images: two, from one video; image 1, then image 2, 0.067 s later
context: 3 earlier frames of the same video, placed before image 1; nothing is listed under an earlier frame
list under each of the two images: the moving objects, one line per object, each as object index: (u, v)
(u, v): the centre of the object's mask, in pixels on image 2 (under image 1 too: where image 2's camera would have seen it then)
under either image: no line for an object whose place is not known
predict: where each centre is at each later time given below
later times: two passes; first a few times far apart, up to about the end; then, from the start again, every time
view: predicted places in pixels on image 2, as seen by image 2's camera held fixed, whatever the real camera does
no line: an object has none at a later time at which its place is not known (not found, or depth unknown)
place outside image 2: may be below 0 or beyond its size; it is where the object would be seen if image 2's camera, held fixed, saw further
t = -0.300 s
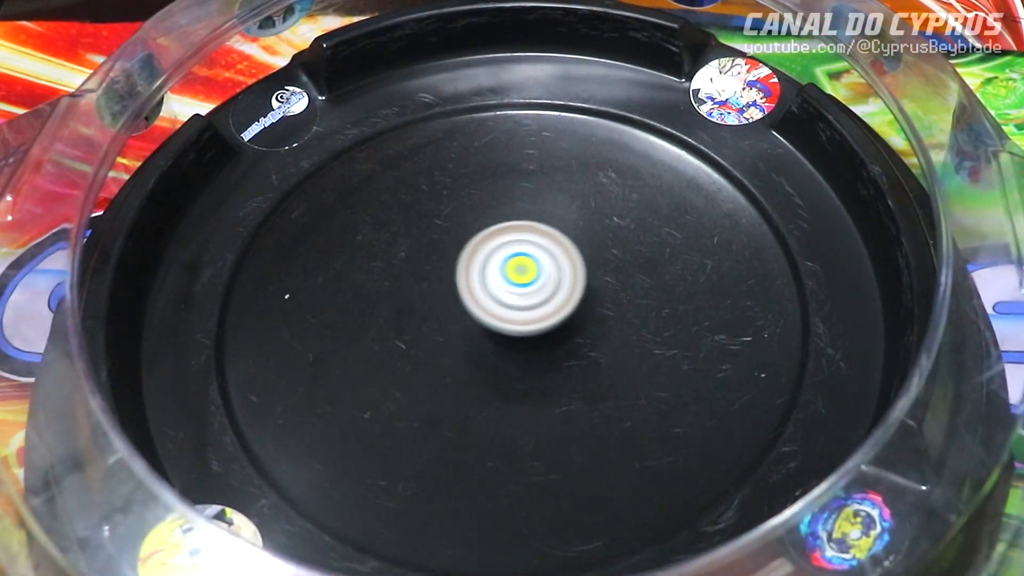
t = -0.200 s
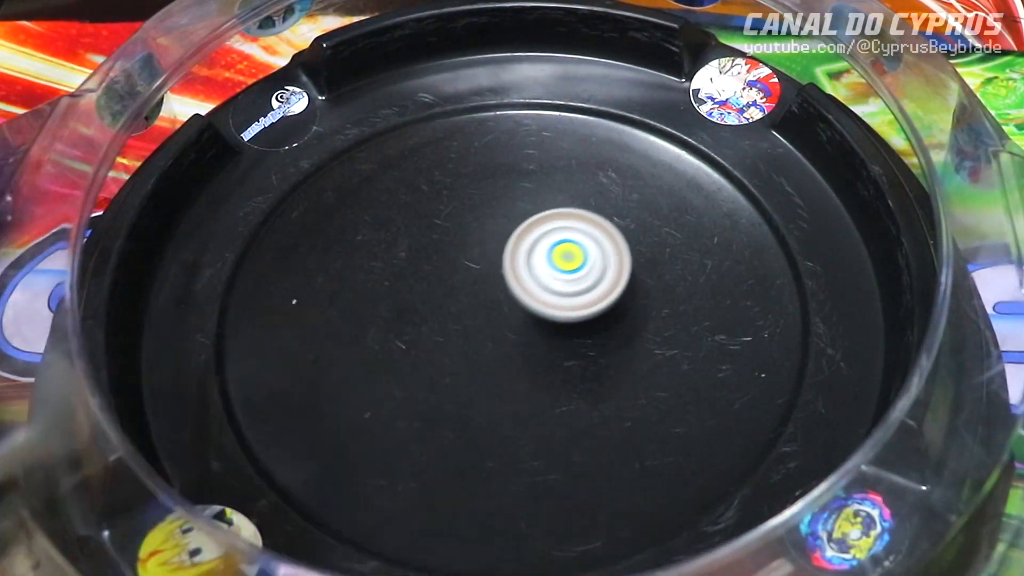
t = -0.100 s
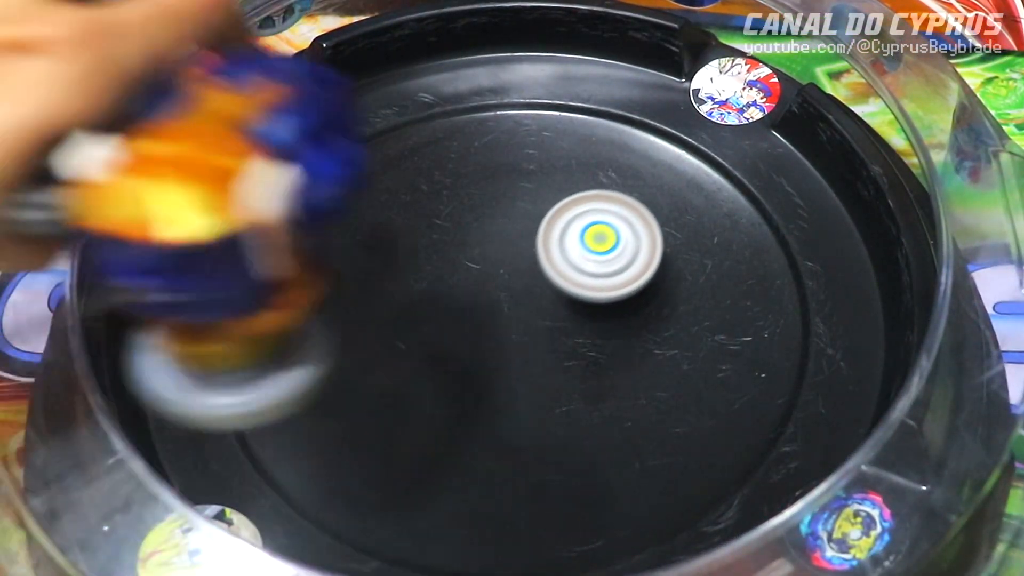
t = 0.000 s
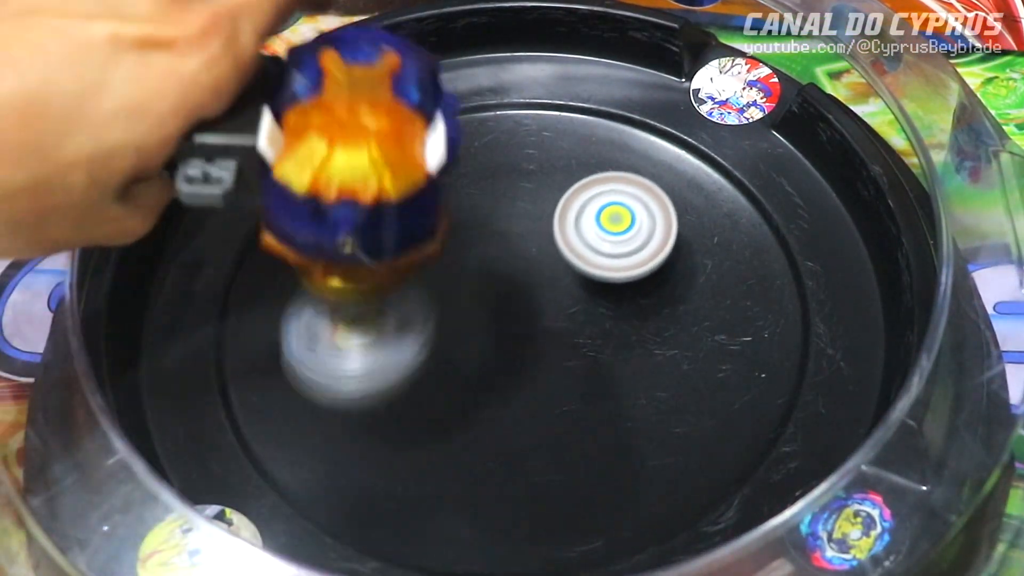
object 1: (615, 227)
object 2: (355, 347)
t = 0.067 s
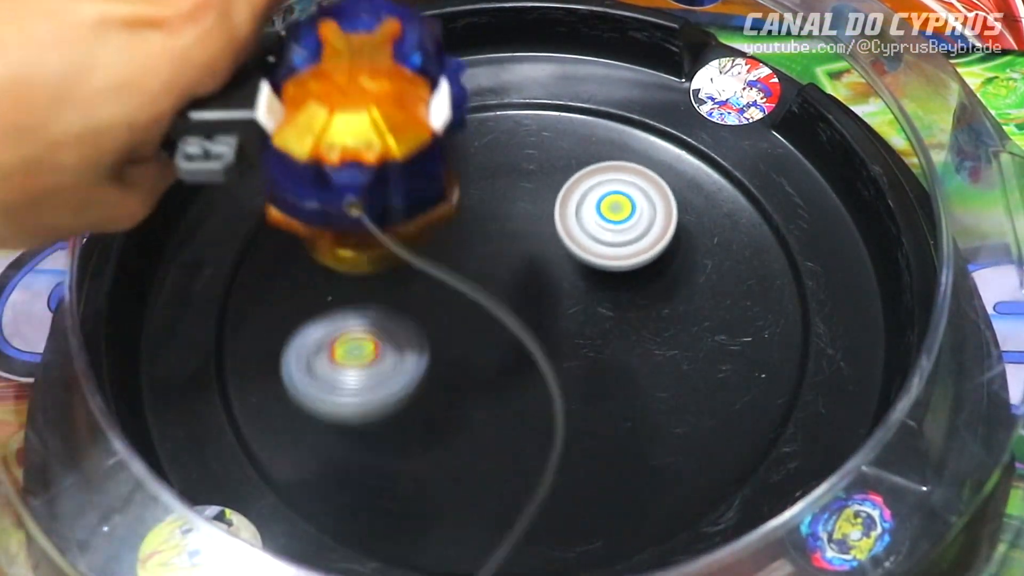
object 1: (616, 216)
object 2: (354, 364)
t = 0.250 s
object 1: (593, 215)
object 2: (399, 328)
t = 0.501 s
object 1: (590, 239)
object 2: (427, 271)
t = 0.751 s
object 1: (633, 261)
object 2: (279, 323)
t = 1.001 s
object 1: (609, 279)
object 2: (417, 424)
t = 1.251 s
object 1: (648, 263)
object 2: (489, 298)
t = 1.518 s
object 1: (595, 290)
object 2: (366, 236)
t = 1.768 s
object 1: (572, 342)
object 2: (335, 306)
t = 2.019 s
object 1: (561, 378)
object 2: (509, 259)
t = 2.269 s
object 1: (559, 384)
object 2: (515, 157)
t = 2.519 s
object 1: (536, 368)
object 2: (405, 184)
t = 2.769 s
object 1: (477, 384)
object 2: (505, 256)
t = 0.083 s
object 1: (615, 214)
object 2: (354, 351)
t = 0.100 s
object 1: (613, 213)
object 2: (356, 341)
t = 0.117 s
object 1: (612, 212)
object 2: (359, 337)
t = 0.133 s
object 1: (609, 212)
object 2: (362, 336)
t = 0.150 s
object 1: (607, 212)
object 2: (367, 341)
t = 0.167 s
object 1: (605, 212)
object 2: (373, 350)
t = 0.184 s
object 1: (602, 212)
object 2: (381, 362)
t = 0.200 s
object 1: (600, 212)
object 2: (384, 353)
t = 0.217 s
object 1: (597, 213)
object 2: (388, 340)
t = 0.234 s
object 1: (595, 214)
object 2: (393, 331)
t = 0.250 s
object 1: (593, 215)
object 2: (399, 328)
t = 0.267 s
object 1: (590, 216)
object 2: (406, 328)
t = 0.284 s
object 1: (588, 217)
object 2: (412, 324)
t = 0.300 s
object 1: (585, 219)
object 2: (416, 315)
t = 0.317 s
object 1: (583, 220)
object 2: (422, 310)
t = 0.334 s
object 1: (581, 222)
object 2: (429, 307)
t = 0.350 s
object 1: (579, 224)
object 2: (433, 302)
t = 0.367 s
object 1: (577, 225)
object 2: (437, 296)
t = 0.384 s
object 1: (576, 227)
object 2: (441, 292)
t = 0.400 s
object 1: (575, 229)
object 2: (444, 288)
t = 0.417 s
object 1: (574, 231)
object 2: (447, 284)
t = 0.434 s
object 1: (573, 233)
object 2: (448, 281)
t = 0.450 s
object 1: (573, 236)
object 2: (449, 277)
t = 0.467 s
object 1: (573, 238)
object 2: (448, 274)
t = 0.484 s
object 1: (581, 239)
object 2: (439, 273)
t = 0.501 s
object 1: (590, 239)
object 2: (427, 271)
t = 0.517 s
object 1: (598, 240)
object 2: (416, 271)
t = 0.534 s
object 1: (605, 241)
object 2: (405, 271)
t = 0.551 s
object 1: (611, 243)
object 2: (395, 271)
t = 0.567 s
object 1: (617, 245)
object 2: (384, 274)
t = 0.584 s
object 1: (621, 246)
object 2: (372, 275)
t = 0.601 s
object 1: (625, 248)
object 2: (361, 279)
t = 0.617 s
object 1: (628, 250)
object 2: (351, 281)
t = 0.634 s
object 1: (631, 251)
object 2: (340, 284)
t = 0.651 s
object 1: (633, 252)
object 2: (329, 287)
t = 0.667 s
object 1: (635, 254)
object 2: (319, 292)
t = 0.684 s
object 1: (635, 255)
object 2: (310, 296)
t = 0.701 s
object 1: (636, 257)
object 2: (301, 302)
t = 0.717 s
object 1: (635, 258)
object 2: (293, 308)
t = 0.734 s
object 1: (634, 259)
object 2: (285, 315)
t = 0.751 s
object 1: (633, 261)
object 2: (279, 323)
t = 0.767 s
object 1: (632, 262)
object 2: (274, 331)
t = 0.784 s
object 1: (631, 263)
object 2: (270, 341)
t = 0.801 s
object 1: (630, 264)
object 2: (267, 351)
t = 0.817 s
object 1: (628, 265)
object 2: (268, 361)
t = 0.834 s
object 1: (626, 266)
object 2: (270, 371)
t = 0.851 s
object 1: (625, 267)
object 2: (273, 382)
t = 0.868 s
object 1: (623, 268)
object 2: (280, 392)
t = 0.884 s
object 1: (621, 269)
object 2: (291, 402)
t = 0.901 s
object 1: (619, 270)
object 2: (304, 410)
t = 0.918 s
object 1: (617, 271)
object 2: (318, 418)
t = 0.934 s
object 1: (615, 272)
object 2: (338, 424)
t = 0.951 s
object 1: (614, 274)
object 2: (356, 427)
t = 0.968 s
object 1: (612, 275)
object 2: (375, 428)
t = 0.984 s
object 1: (611, 277)
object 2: (396, 428)
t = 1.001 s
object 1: (609, 279)
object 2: (417, 424)
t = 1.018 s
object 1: (608, 281)
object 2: (435, 419)
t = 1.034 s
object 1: (608, 284)
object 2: (454, 413)
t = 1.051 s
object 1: (607, 286)
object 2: (473, 403)
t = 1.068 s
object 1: (606, 289)
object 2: (488, 394)
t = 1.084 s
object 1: (606, 292)
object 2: (504, 383)
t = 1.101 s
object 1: (609, 292)
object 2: (513, 372)
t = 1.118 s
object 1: (617, 288)
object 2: (514, 366)
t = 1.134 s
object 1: (627, 282)
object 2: (514, 359)
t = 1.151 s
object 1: (636, 277)
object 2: (512, 350)
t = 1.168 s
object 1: (641, 273)
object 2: (511, 344)
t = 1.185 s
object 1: (645, 270)
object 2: (508, 335)
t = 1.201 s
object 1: (647, 267)
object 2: (504, 328)
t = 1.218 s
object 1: (648, 266)
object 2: (500, 318)
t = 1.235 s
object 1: (649, 264)
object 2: (495, 308)
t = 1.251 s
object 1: (648, 263)
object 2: (489, 298)
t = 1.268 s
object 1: (646, 262)
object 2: (484, 291)
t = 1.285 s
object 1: (644, 262)
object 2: (476, 281)
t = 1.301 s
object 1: (640, 262)
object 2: (469, 275)
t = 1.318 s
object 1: (638, 263)
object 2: (461, 266)
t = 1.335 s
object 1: (634, 264)
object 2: (452, 259)
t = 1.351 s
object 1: (630, 265)
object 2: (445, 252)
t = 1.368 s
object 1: (626, 266)
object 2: (436, 246)
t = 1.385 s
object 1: (622, 268)
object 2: (428, 243)
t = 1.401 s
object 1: (618, 270)
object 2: (420, 239)
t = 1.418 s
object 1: (615, 273)
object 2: (412, 237)
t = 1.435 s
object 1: (611, 275)
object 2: (404, 235)
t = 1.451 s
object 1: (607, 277)
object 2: (396, 235)
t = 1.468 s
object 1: (604, 280)
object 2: (388, 234)
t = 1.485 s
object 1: (601, 283)
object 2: (380, 234)
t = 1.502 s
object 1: (598, 286)
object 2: (372, 235)
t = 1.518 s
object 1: (595, 290)
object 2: (366, 236)
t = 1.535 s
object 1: (593, 293)
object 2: (358, 238)
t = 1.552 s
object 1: (590, 297)
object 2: (350, 239)
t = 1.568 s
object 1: (589, 300)
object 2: (343, 241)
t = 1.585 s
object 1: (587, 304)
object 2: (336, 244)
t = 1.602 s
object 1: (586, 307)
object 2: (332, 247)
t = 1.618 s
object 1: (584, 311)
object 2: (326, 252)
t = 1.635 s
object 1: (583, 315)
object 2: (323, 257)
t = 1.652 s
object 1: (582, 318)
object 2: (320, 263)
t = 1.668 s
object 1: (581, 322)
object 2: (318, 270)
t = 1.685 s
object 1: (580, 325)
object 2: (317, 277)
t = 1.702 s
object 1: (579, 329)
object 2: (317, 284)
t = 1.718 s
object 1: (577, 332)
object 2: (319, 291)
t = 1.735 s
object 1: (576, 335)
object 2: (322, 296)
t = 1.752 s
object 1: (574, 338)
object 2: (328, 302)
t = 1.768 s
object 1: (572, 342)
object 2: (335, 306)
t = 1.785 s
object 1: (571, 345)
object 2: (344, 310)
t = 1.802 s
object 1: (570, 348)
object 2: (355, 312)
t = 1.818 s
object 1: (568, 351)
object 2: (366, 313)
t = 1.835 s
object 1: (567, 354)
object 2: (380, 313)
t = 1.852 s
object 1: (566, 357)
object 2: (392, 312)
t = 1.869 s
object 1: (565, 359)
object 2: (407, 310)
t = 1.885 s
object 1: (564, 362)
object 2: (420, 307)
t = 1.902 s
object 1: (564, 364)
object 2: (434, 303)
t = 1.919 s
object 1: (563, 366)
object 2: (446, 298)
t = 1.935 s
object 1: (563, 369)
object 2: (460, 292)
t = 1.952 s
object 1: (562, 371)
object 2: (470, 285)
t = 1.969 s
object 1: (562, 373)
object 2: (482, 279)
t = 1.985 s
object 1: (562, 375)
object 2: (490, 272)
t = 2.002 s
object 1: (561, 376)
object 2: (501, 266)
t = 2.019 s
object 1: (561, 378)
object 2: (509, 259)
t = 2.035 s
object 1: (561, 379)
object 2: (518, 251)
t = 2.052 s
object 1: (561, 380)
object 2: (524, 244)
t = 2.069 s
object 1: (560, 381)
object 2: (530, 237)
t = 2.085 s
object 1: (560, 382)
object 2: (534, 229)
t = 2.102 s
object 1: (560, 383)
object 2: (538, 220)
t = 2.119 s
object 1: (560, 383)
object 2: (540, 213)
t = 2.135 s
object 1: (559, 383)
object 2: (542, 205)
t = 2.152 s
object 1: (560, 384)
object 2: (540, 198)
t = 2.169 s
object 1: (560, 384)
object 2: (540, 191)
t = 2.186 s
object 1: (559, 384)
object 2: (537, 184)
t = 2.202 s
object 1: (559, 384)
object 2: (535, 178)
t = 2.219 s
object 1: (560, 384)
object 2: (530, 172)
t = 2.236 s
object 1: (559, 384)
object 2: (526, 167)
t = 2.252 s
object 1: (559, 384)
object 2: (520, 163)
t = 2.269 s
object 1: (559, 384)
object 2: (515, 157)
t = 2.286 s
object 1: (559, 383)
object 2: (508, 154)
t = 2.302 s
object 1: (558, 383)
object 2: (501, 151)
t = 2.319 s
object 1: (558, 382)
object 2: (493, 149)
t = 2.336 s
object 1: (558, 381)
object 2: (485, 147)
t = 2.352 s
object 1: (557, 380)
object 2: (477, 148)
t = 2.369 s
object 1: (557, 379)
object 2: (468, 148)
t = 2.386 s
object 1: (556, 377)
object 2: (460, 149)
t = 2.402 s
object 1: (554, 376)
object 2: (452, 151)
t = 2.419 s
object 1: (553, 375)
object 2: (445, 154)
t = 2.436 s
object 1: (551, 373)
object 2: (437, 158)
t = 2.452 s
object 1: (548, 372)
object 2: (430, 161)
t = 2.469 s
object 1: (546, 371)
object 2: (422, 166)
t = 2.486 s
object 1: (543, 370)
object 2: (416, 171)
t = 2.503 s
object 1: (539, 369)
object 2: (410, 177)
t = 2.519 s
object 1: (536, 368)
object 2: (405, 184)
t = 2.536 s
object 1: (532, 368)
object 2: (401, 191)
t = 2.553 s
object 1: (528, 367)
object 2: (400, 198)
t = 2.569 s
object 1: (524, 367)
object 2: (400, 206)
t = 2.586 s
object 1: (520, 366)
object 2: (402, 213)
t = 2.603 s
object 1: (516, 367)
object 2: (405, 222)
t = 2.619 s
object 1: (511, 366)
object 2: (410, 229)
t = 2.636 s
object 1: (506, 367)
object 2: (417, 237)
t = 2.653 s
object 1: (502, 367)
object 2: (425, 244)
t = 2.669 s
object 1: (498, 367)
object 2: (435, 251)
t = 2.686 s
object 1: (493, 368)
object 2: (445, 257)
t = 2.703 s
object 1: (490, 368)
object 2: (458, 261)
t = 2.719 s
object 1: (485, 371)
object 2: (471, 262)
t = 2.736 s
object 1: (482, 376)
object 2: (483, 261)
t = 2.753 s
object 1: (480, 381)
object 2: (496, 259)
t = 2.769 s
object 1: (477, 384)
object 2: (505, 256)
